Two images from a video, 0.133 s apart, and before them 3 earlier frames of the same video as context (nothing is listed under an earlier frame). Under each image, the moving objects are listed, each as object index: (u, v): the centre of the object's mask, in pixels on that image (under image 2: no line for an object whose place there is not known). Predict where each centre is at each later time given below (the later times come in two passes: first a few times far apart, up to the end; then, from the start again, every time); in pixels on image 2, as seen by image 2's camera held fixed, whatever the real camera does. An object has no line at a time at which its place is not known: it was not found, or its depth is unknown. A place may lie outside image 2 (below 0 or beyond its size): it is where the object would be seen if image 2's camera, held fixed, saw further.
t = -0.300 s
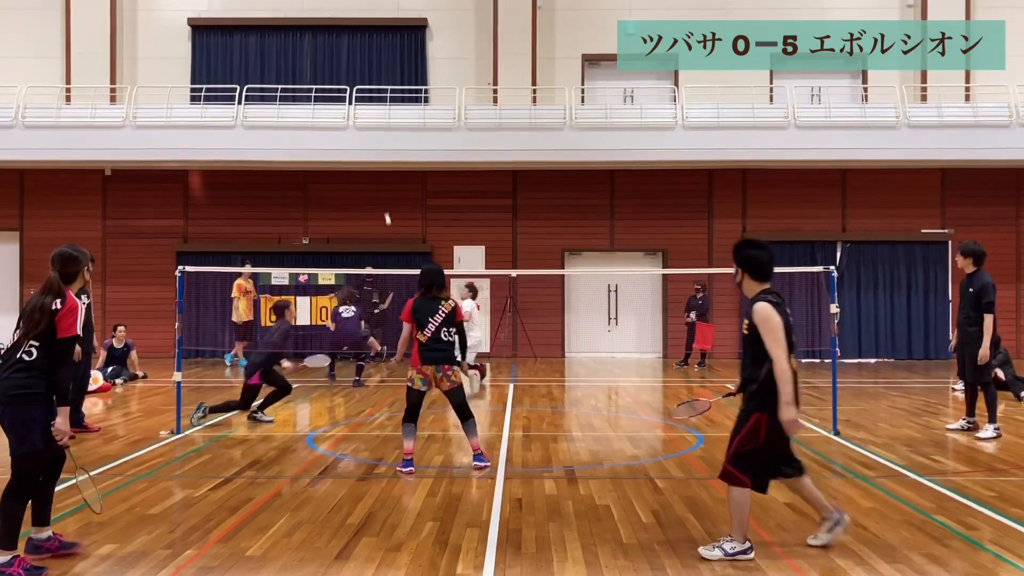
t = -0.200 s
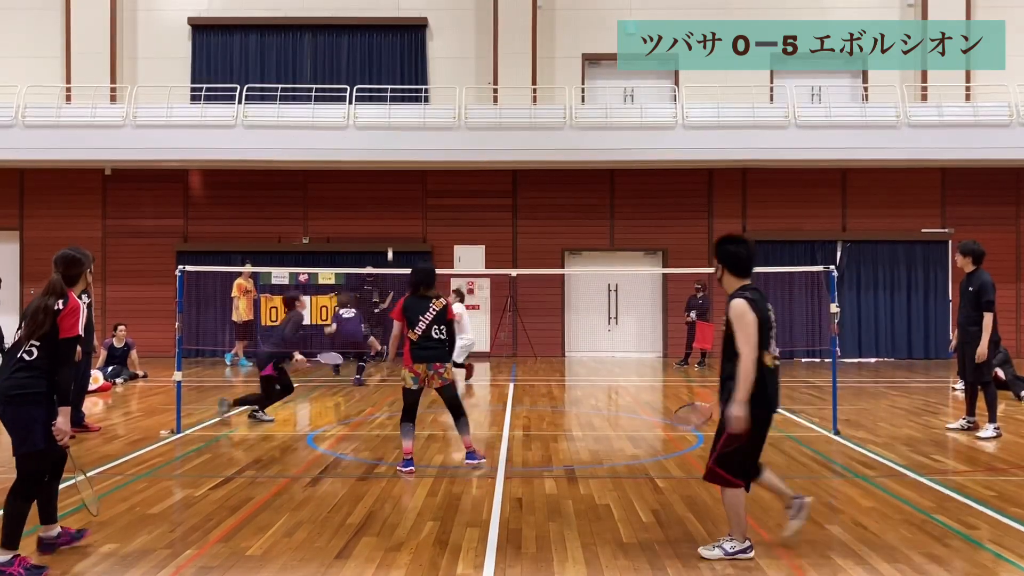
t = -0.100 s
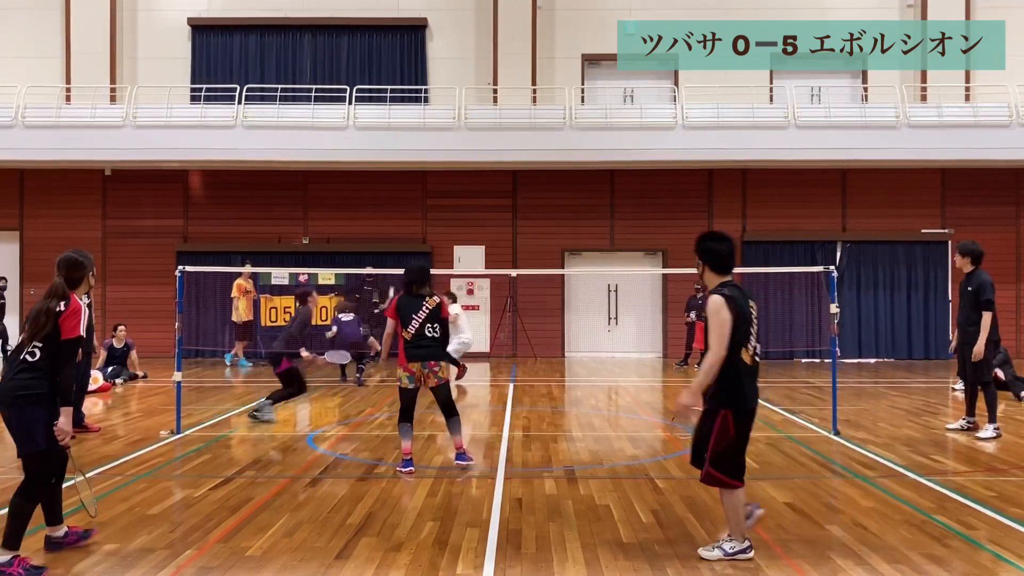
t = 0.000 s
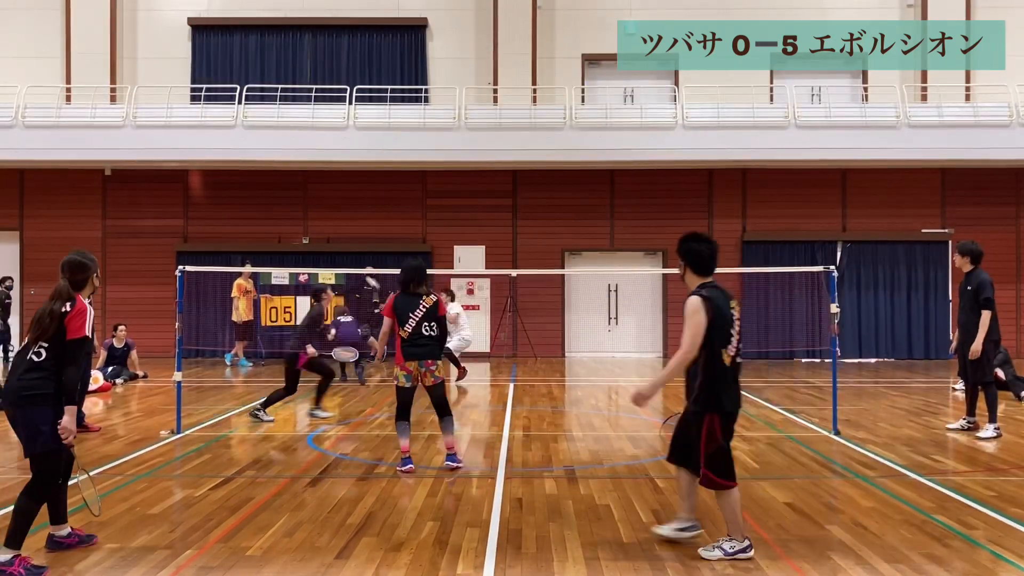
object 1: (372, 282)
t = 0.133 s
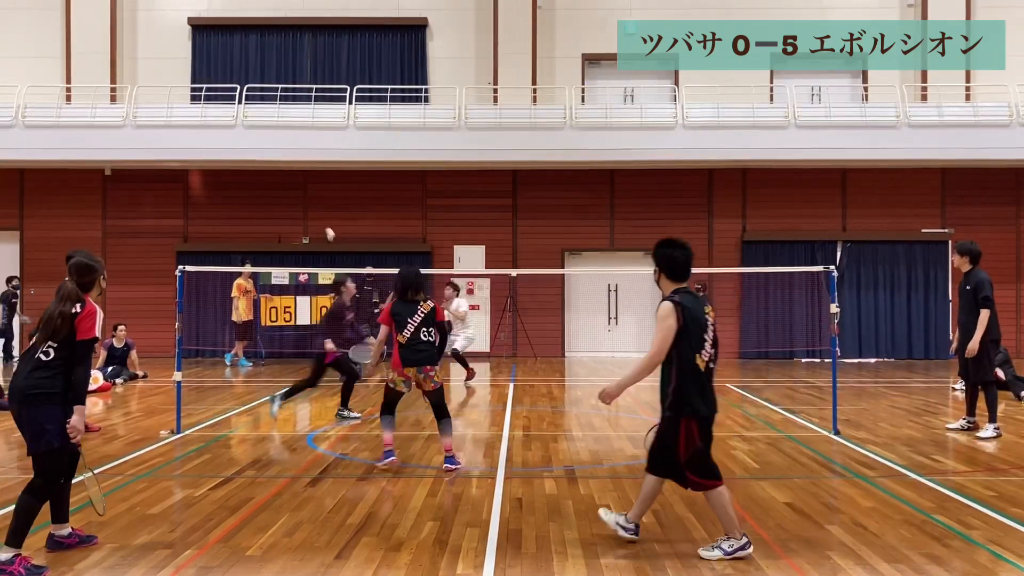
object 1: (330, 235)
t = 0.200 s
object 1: (313, 216)
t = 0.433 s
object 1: (252, 195)
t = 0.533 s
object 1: (229, 201)
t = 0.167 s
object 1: (322, 225)
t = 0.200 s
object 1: (313, 216)
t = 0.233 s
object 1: (304, 210)
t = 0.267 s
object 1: (295, 205)
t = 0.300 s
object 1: (285, 202)
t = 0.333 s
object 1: (276, 199)
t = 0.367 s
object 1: (268, 197)
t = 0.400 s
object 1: (260, 196)
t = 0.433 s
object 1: (252, 195)
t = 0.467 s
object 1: (245, 196)
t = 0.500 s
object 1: (237, 197)
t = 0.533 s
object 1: (229, 201)
